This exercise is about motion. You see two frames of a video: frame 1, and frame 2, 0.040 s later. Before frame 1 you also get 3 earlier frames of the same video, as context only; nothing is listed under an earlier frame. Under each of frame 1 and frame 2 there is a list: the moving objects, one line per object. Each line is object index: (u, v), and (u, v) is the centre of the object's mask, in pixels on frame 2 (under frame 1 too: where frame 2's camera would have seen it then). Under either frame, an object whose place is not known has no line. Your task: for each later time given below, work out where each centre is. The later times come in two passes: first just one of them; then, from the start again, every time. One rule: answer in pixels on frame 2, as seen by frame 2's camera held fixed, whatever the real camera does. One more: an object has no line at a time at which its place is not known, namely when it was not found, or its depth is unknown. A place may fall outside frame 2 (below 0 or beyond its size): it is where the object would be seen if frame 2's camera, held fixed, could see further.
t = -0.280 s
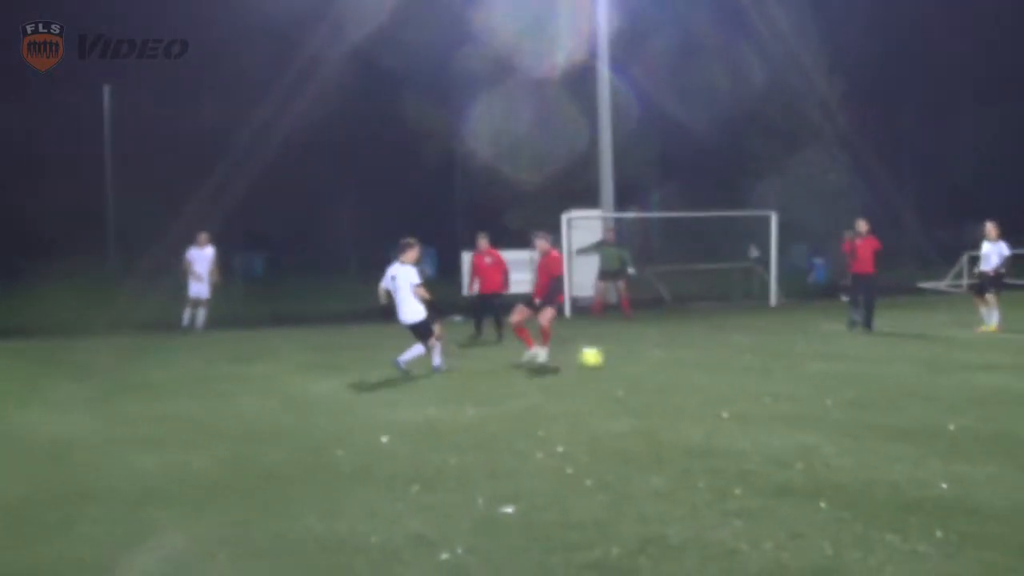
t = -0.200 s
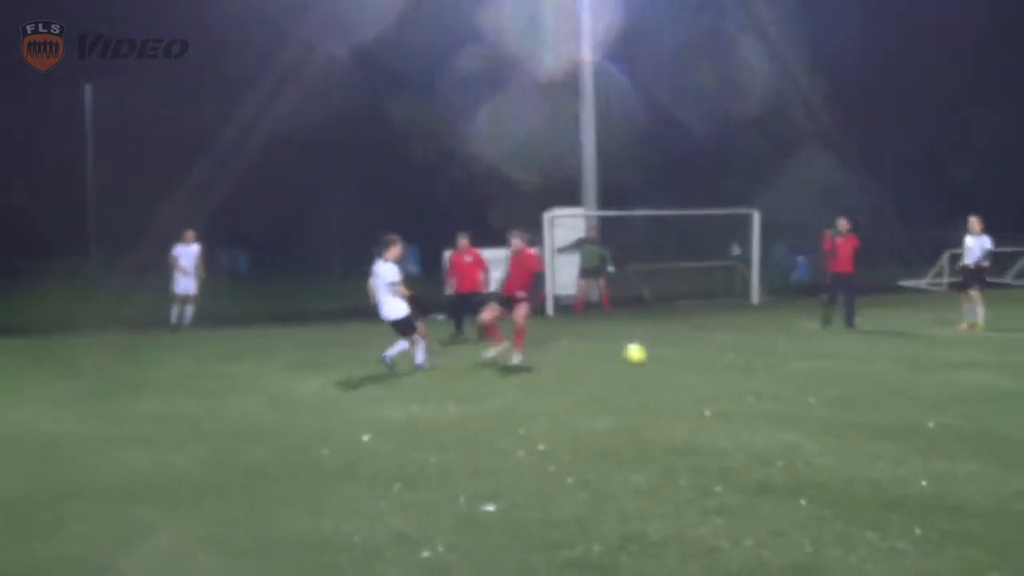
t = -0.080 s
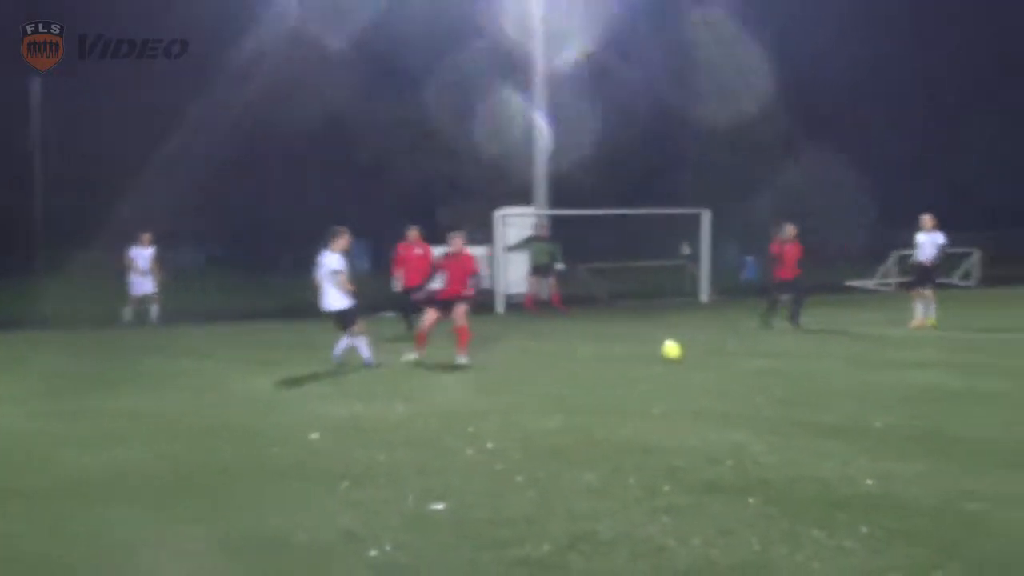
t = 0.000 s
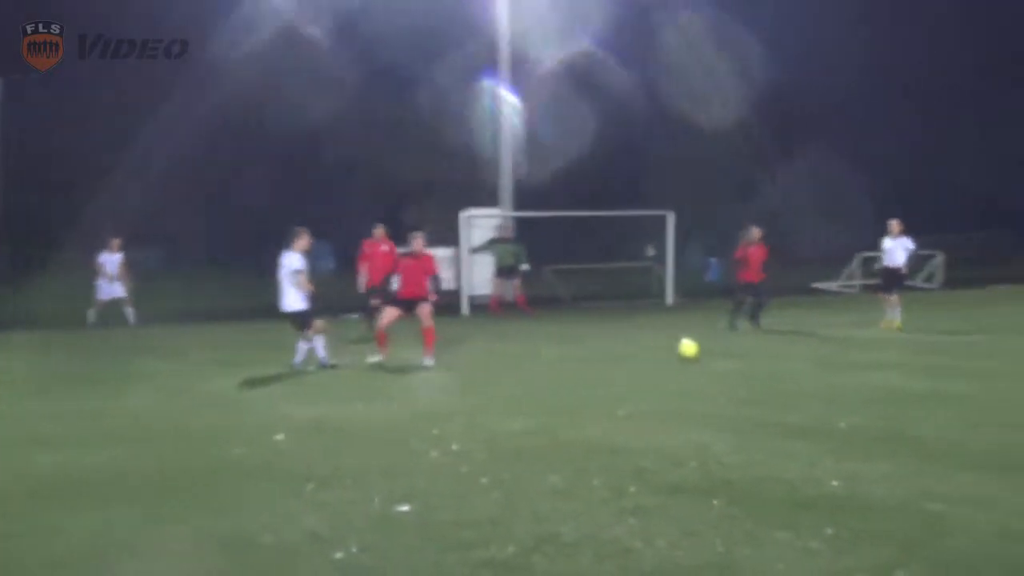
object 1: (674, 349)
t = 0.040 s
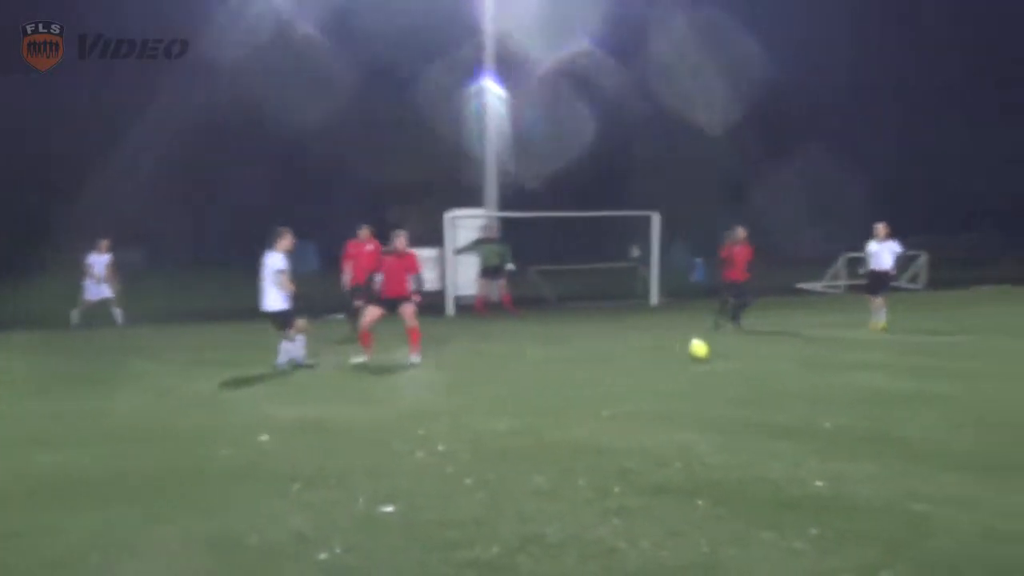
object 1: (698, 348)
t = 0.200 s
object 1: (782, 342)
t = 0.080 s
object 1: (722, 349)
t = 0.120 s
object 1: (742, 345)
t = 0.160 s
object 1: (762, 343)
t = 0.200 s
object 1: (782, 342)
